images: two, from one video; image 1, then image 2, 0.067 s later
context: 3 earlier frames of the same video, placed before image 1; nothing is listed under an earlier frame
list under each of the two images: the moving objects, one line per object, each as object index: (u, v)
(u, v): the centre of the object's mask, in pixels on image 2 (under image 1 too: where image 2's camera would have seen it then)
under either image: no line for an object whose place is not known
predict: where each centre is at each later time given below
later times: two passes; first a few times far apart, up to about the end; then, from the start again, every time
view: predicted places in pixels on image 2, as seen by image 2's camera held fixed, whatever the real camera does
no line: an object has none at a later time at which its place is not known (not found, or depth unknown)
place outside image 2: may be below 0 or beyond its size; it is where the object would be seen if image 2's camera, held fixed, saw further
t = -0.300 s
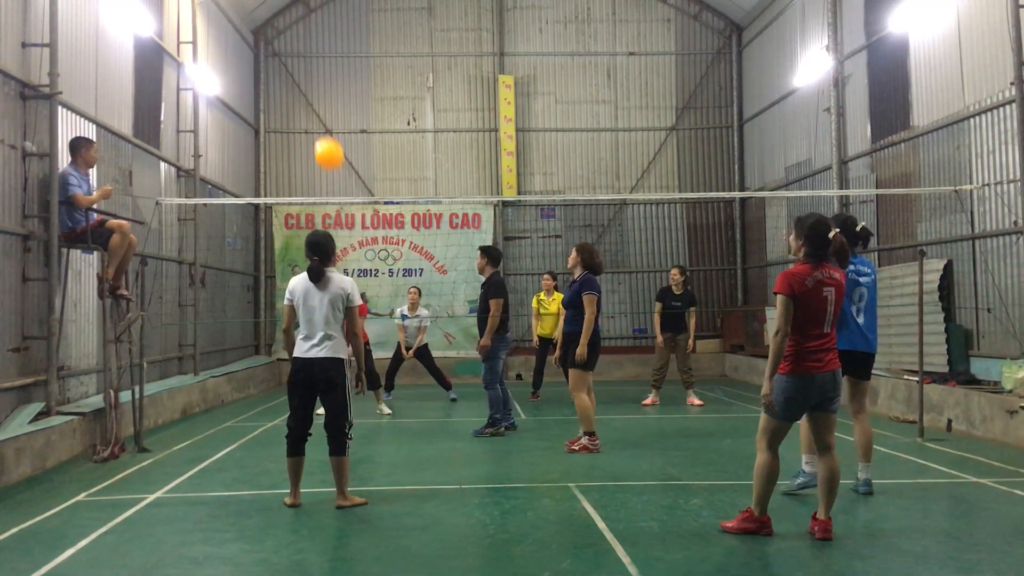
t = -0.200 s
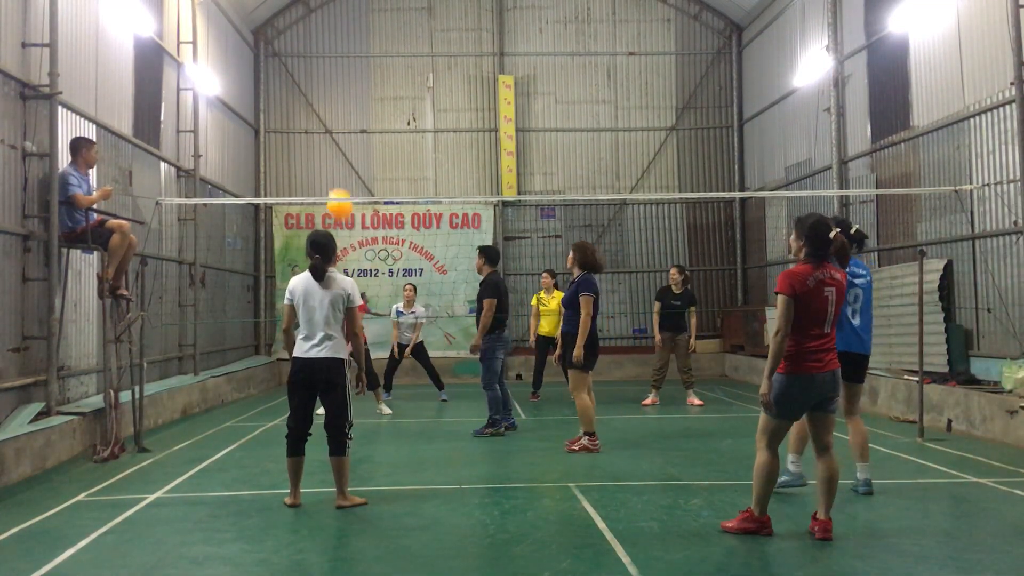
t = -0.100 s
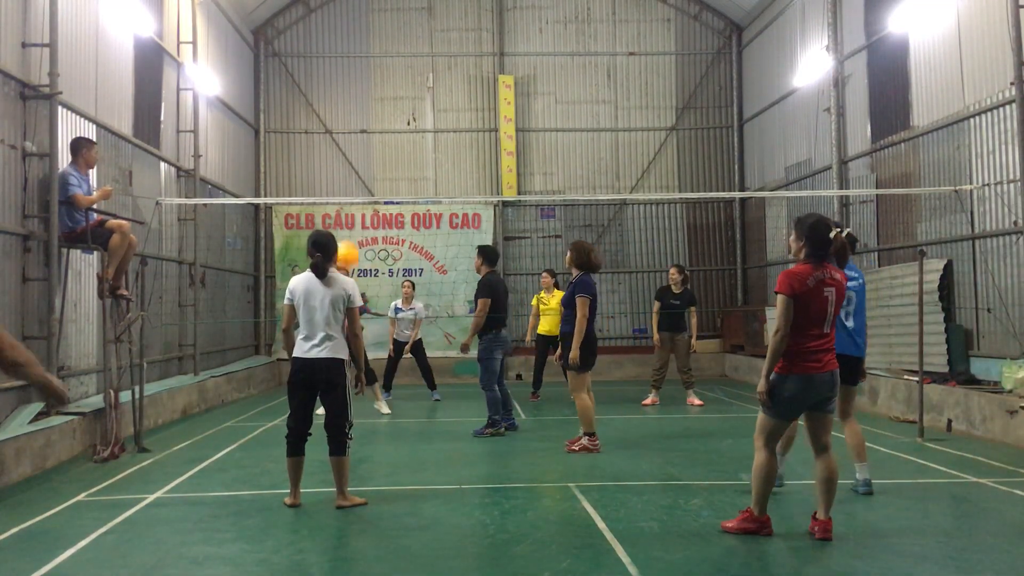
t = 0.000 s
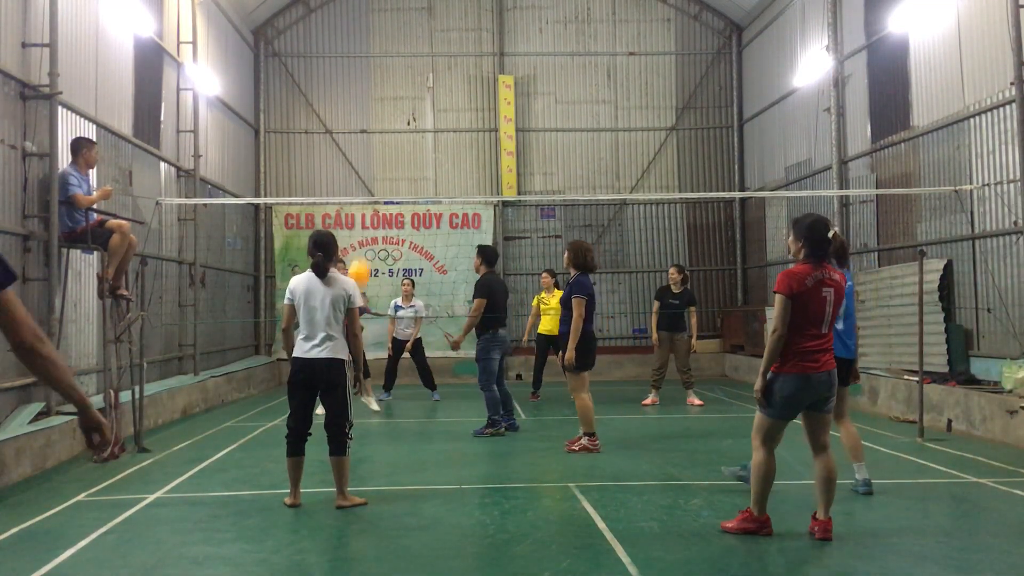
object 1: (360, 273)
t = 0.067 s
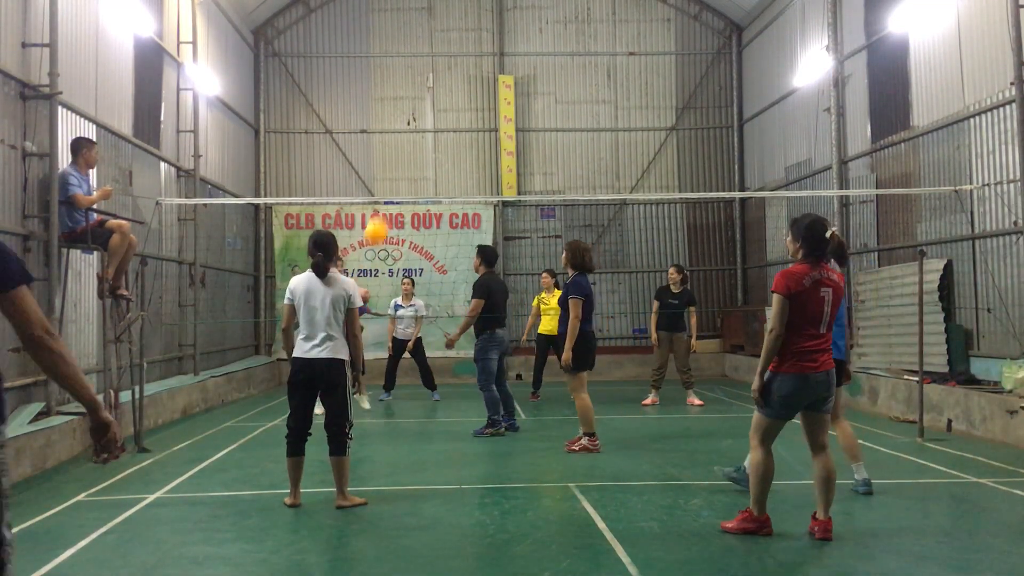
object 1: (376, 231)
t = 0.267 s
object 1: (431, 131)
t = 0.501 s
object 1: (496, 63)
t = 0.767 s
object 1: (570, 48)
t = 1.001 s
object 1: (638, 91)
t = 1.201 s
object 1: (693, 171)
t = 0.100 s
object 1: (386, 212)
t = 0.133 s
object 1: (395, 189)
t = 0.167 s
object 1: (404, 175)
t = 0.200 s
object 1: (413, 159)
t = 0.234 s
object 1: (422, 145)
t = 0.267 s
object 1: (431, 131)
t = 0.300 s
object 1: (440, 118)
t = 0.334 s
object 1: (449, 107)
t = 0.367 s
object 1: (458, 96)
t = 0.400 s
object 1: (467, 86)
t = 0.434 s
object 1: (477, 78)
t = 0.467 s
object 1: (486, 70)
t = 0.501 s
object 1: (496, 63)
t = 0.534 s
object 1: (505, 58)
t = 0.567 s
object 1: (514, 54)
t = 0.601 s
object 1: (524, 50)
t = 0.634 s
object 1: (533, 47)
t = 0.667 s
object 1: (542, 46)
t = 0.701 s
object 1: (552, 46)
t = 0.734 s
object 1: (561, 46)
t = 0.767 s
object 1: (570, 48)
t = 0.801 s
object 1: (580, 50)
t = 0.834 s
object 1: (591, 54)
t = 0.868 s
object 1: (600, 59)
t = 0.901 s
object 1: (610, 65)
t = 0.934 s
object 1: (619, 73)
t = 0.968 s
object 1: (628, 81)
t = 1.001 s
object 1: (638, 91)
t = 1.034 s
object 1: (647, 102)
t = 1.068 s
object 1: (656, 113)
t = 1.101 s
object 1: (665, 127)
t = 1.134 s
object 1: (674, 140)
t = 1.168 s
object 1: (684, 155)
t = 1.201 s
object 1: (693, 171)
